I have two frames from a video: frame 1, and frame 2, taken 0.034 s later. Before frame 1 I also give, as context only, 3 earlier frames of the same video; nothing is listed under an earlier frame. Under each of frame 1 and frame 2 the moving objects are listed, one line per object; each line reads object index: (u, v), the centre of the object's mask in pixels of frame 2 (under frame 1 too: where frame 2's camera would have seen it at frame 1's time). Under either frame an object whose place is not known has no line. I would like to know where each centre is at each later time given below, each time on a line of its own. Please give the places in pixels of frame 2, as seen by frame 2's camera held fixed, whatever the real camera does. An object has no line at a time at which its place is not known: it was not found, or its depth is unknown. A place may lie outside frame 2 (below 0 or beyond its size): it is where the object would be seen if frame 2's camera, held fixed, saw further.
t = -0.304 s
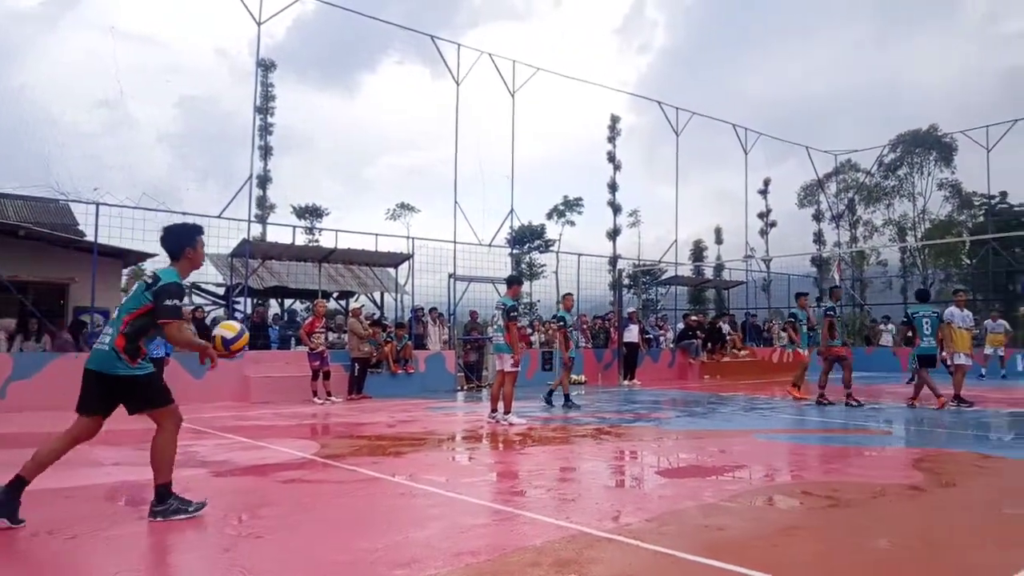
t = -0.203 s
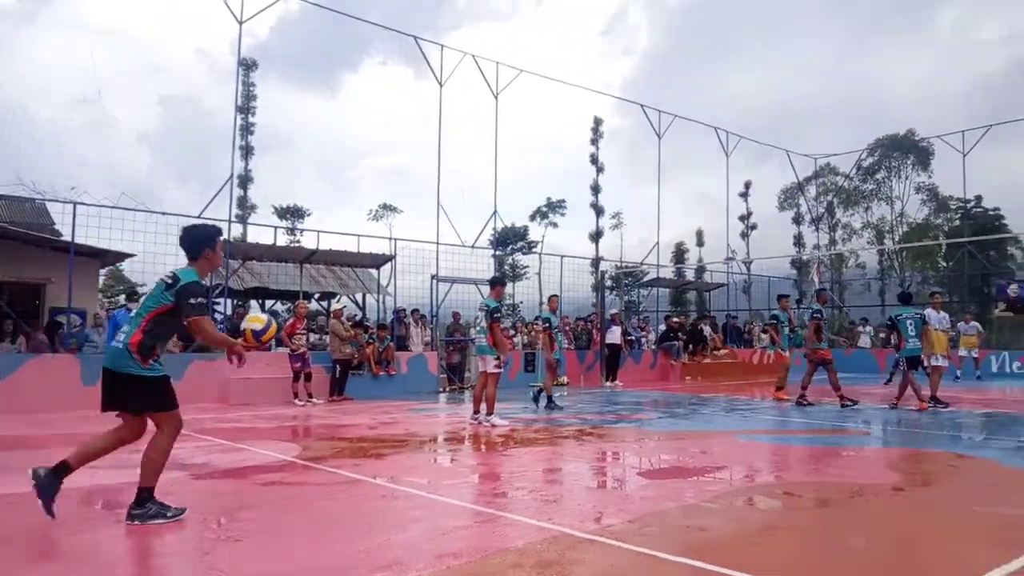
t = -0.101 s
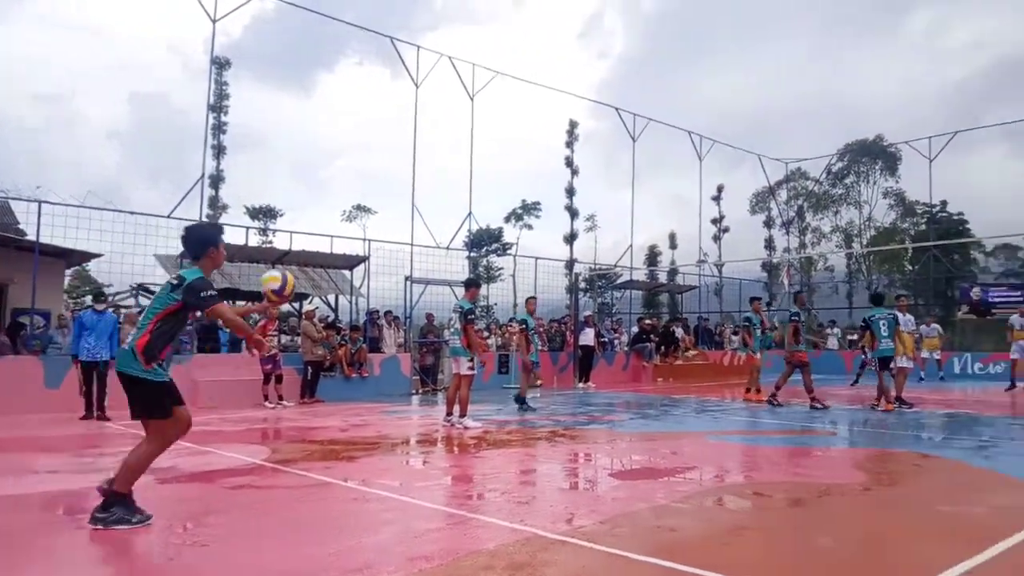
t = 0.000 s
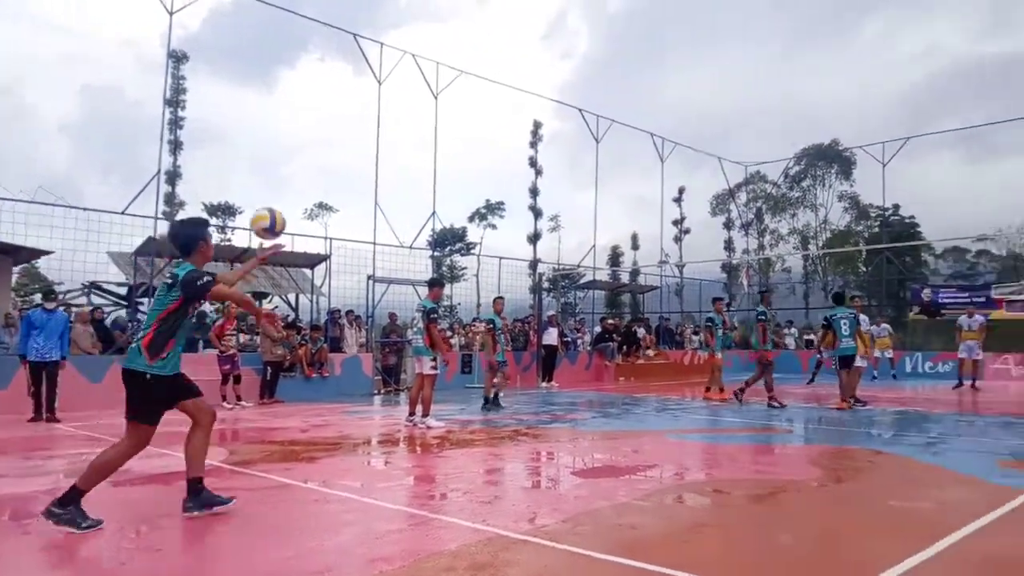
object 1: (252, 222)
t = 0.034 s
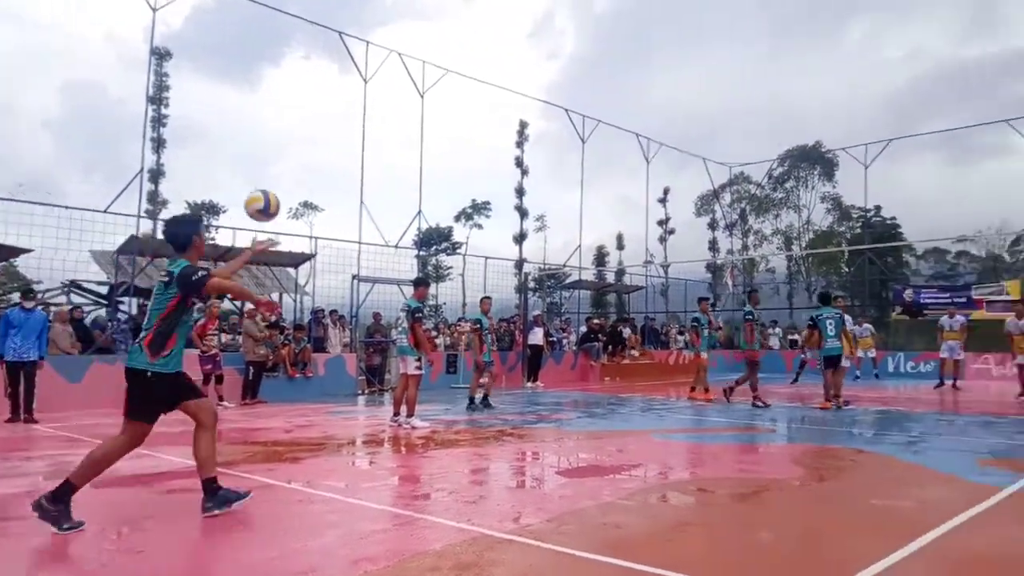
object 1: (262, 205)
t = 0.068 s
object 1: (271, 190)
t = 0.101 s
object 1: (275, 176)
